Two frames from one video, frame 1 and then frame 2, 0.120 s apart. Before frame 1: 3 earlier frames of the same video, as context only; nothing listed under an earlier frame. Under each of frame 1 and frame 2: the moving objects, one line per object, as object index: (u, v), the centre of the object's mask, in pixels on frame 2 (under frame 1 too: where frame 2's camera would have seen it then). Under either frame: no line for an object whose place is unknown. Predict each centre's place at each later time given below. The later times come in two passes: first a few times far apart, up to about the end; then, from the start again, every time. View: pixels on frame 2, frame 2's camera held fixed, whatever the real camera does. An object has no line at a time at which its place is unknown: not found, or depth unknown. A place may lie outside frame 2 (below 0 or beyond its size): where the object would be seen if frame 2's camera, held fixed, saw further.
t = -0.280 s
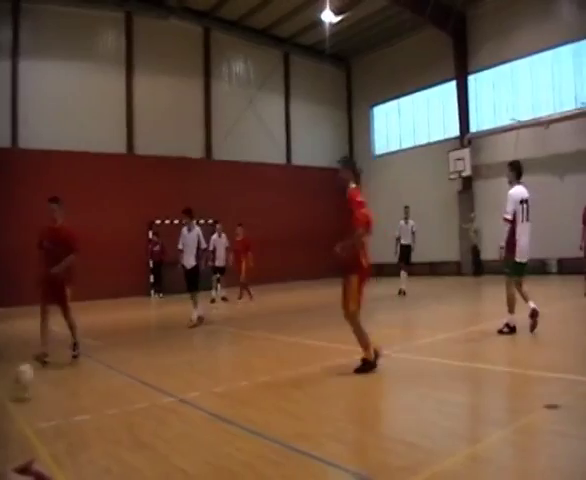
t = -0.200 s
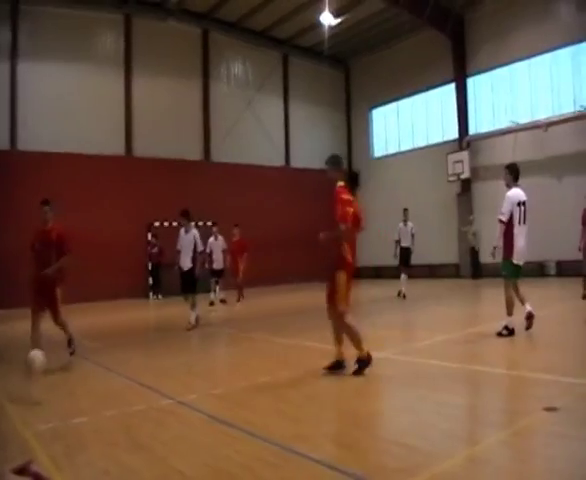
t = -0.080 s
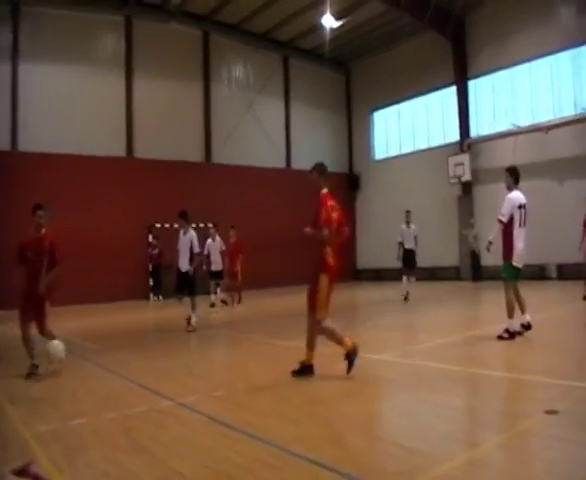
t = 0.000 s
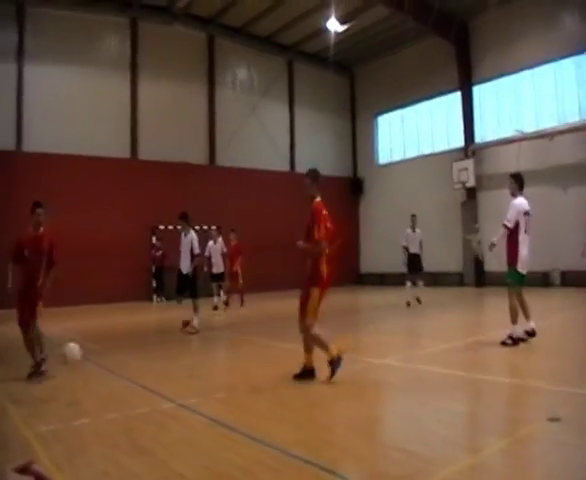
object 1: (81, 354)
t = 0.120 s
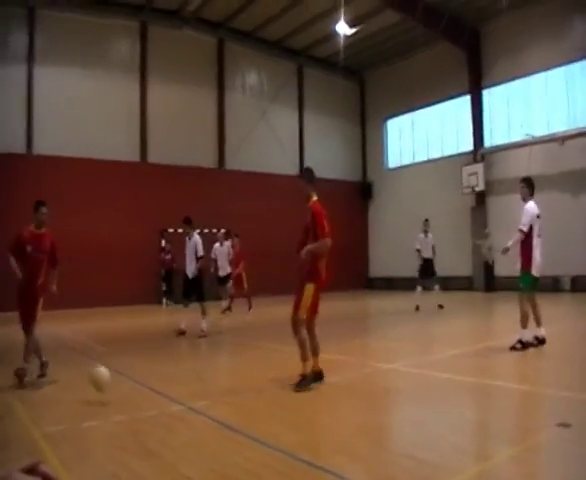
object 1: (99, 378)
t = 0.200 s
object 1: (112, 385)
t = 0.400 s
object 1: (148, 388)
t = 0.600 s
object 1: (180, 386)
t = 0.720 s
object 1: (199, 385)
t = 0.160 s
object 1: (106, 388)
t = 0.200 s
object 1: (112, 385)
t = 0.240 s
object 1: (121, 379)
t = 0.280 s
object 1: (128, 379)
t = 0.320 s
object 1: (135, 379)
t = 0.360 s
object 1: (141, 385)
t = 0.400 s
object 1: (148, 388)
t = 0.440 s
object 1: (155, 386)
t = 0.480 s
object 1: (161, 386)
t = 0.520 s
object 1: (167, 387)
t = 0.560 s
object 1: (174, 386)
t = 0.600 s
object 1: (180, 386)
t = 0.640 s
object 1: (187, 386)
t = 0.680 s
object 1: (193, 385)
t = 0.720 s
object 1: (199, 385)
